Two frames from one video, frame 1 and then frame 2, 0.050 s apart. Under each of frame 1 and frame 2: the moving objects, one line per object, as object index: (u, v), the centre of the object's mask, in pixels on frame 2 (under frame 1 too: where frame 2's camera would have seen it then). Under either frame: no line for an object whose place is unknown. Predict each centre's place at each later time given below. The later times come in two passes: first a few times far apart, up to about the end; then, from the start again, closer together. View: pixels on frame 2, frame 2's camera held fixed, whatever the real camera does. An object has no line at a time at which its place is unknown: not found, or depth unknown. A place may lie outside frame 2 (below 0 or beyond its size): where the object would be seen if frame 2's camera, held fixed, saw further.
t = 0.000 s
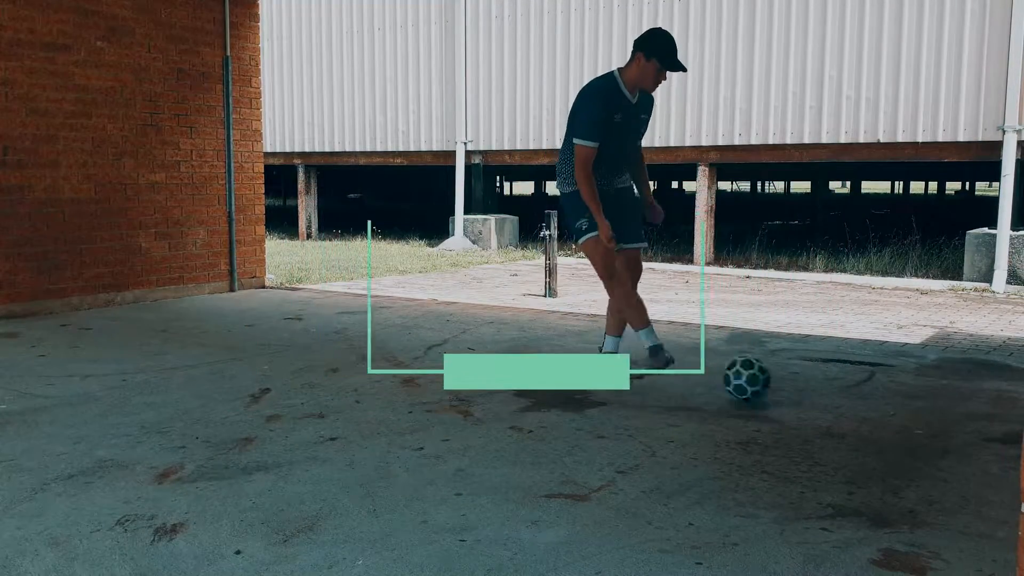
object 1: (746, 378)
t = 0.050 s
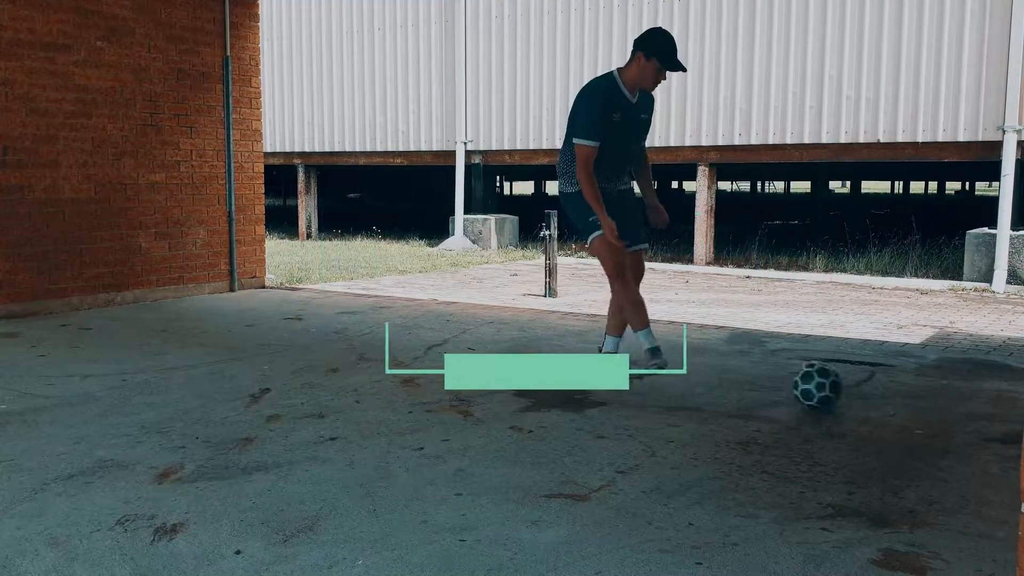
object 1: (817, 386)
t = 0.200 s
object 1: (1014, 406)
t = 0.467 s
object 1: (907, 362)
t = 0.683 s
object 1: (782, 372)
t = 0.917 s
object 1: (712, 372)
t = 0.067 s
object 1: (841, 389)
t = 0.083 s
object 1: (865, 392)
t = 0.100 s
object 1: (889, 394)
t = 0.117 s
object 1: (912, 397)
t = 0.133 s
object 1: (936, 399)
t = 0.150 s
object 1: (959, 402)
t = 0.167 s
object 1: (983, 403)
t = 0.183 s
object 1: (1002, 405)
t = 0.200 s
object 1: (1014, 406)
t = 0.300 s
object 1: (1018, 386)
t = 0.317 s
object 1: (1012, 381)
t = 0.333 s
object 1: (1006, 376)
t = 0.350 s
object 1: (999, 372)
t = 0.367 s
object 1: (987, 368)
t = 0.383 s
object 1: (974, 365)
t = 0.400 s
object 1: (960, 364)
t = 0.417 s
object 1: (947, 362)
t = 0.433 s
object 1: (934, 361)
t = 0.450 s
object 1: (920, 361)
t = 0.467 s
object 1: (907, 362)
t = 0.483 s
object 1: (895, 363)
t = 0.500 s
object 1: (882, 365)
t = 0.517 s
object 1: (869, 368)
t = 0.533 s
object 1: (857, 371)
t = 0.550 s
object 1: (845, 375)
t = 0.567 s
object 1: (832, 379)
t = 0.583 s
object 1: (820, 383)
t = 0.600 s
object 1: (810, 387)
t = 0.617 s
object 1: (805, 382)
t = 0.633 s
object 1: (799, 380)
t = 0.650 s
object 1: (793, 377)
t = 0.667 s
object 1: (788, 374)
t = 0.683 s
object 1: (782, 372)
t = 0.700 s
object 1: (777, 371)
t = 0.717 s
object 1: (772, 370)
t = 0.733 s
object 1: (766, 370)
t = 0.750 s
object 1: (761, 371)
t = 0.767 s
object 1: (756, 373)
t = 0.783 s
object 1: (750, 374)
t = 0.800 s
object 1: (745, 377)
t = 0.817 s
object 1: (740, 379)
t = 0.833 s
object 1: (735, 377)
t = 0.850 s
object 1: (731, 375)
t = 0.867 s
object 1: (726, 373)
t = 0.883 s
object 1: (721, 372)
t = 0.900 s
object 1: (716, 372)
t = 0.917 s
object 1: (712, 372)
